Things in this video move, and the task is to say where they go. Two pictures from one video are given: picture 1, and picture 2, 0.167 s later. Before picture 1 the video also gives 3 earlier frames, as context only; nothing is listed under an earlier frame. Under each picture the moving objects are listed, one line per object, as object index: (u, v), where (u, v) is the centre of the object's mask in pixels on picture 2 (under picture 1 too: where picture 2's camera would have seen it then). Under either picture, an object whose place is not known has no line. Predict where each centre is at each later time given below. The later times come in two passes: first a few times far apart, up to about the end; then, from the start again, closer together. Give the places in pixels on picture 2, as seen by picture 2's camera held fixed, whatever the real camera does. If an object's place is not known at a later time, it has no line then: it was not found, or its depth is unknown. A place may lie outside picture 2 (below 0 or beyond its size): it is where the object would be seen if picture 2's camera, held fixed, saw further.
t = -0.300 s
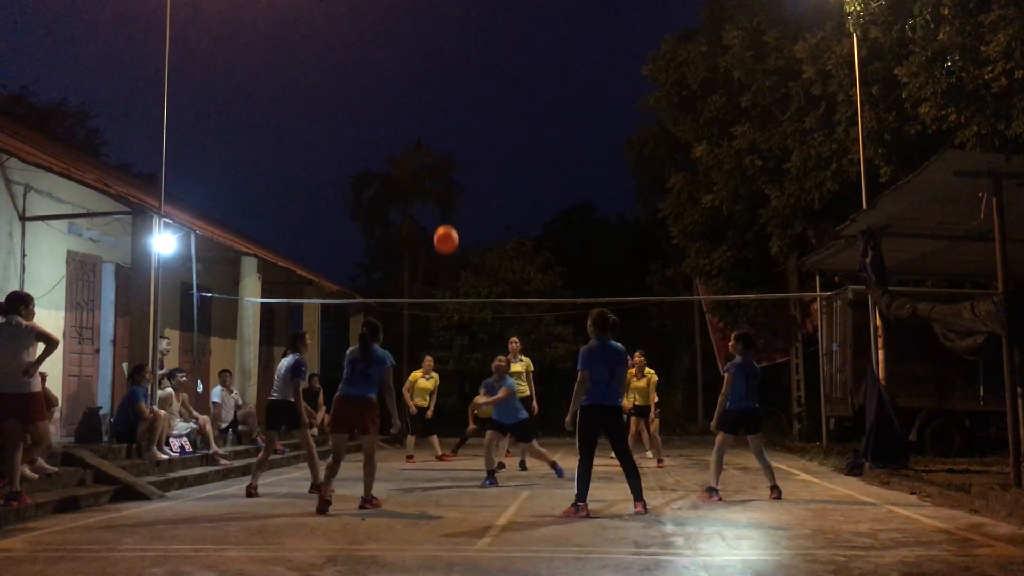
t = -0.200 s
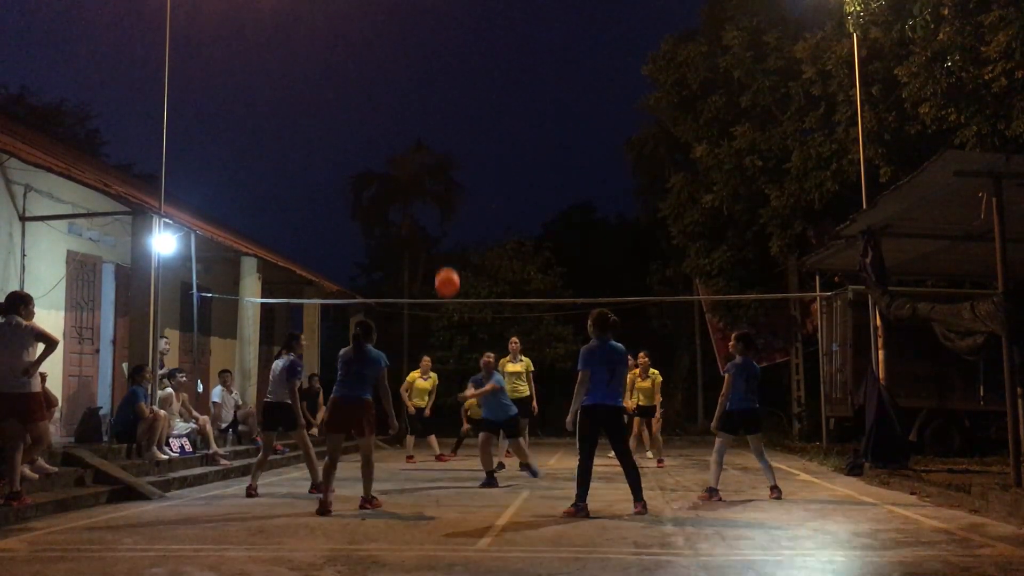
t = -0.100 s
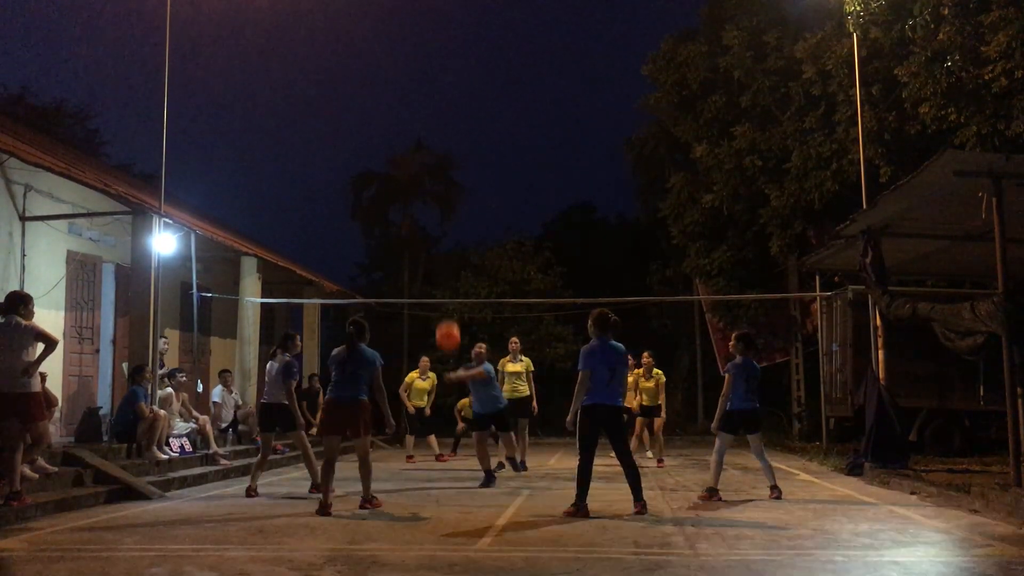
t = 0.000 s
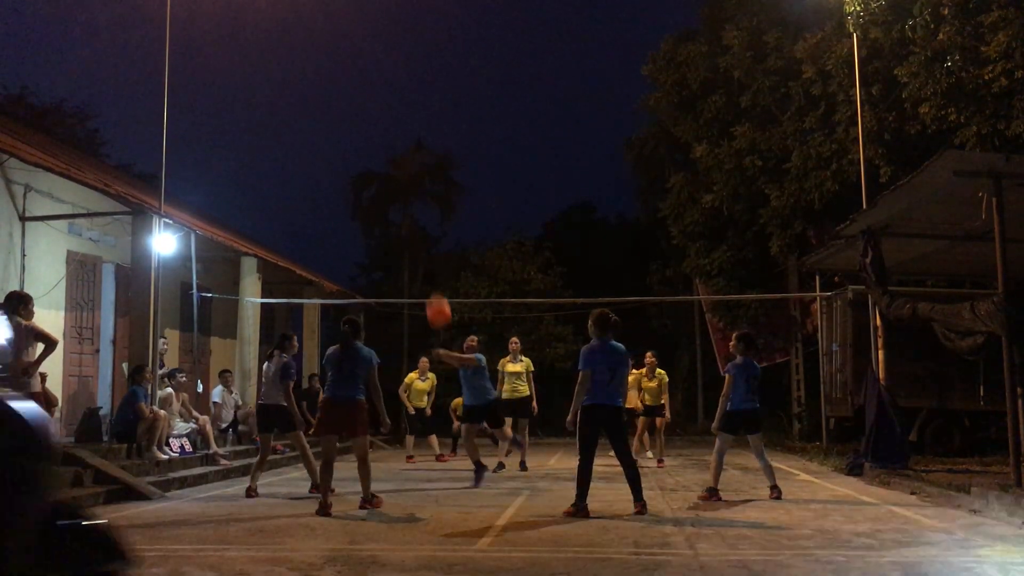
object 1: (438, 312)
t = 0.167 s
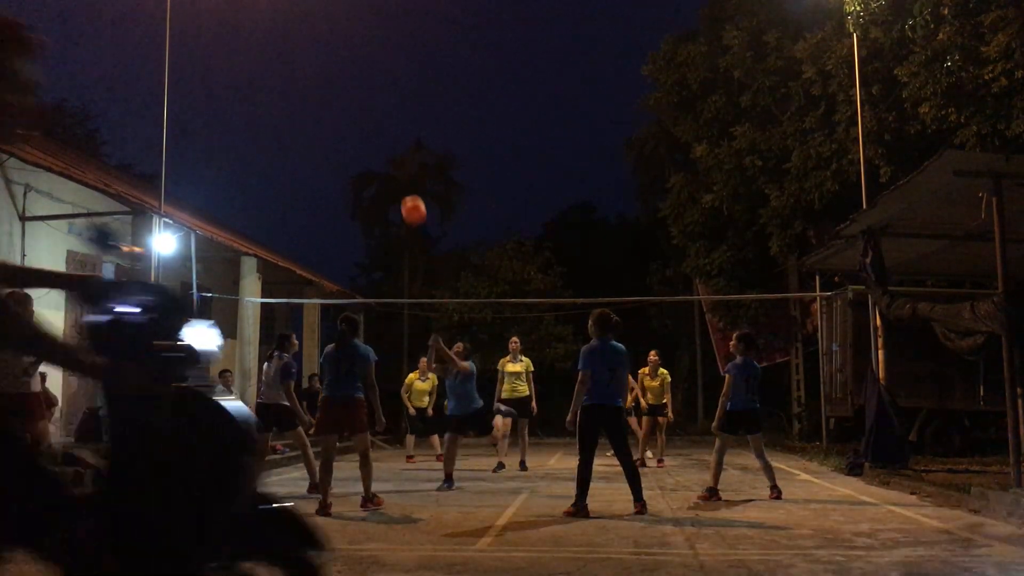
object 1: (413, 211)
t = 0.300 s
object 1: (394, 154)
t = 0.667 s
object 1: (341, 87)
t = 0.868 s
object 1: (313, 103)
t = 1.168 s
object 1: (271, 189)
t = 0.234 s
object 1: (404, 179)
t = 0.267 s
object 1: (399, 166)
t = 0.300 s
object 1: (394, 154)
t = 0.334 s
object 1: (389, 142)
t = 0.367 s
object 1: (383, 132)
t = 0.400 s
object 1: (379, 123)
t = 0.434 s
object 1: (374, 115)
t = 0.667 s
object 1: (341, 87)
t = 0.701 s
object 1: (336, 87)
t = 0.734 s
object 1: (332, 88)
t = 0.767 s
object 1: (327, 90)
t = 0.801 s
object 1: (323, 93)
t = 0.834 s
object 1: (318, 97)
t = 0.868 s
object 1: (313, 103)
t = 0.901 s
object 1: (309, 109)
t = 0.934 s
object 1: (304, 116)
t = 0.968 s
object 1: (300, 124)
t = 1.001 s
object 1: (295, 133)
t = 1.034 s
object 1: (290, 143)
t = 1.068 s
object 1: (285, 153)
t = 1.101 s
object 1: (280, 164)
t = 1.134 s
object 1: (276, 177)
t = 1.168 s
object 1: (271, 189)
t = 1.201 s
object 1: (266, 204)
